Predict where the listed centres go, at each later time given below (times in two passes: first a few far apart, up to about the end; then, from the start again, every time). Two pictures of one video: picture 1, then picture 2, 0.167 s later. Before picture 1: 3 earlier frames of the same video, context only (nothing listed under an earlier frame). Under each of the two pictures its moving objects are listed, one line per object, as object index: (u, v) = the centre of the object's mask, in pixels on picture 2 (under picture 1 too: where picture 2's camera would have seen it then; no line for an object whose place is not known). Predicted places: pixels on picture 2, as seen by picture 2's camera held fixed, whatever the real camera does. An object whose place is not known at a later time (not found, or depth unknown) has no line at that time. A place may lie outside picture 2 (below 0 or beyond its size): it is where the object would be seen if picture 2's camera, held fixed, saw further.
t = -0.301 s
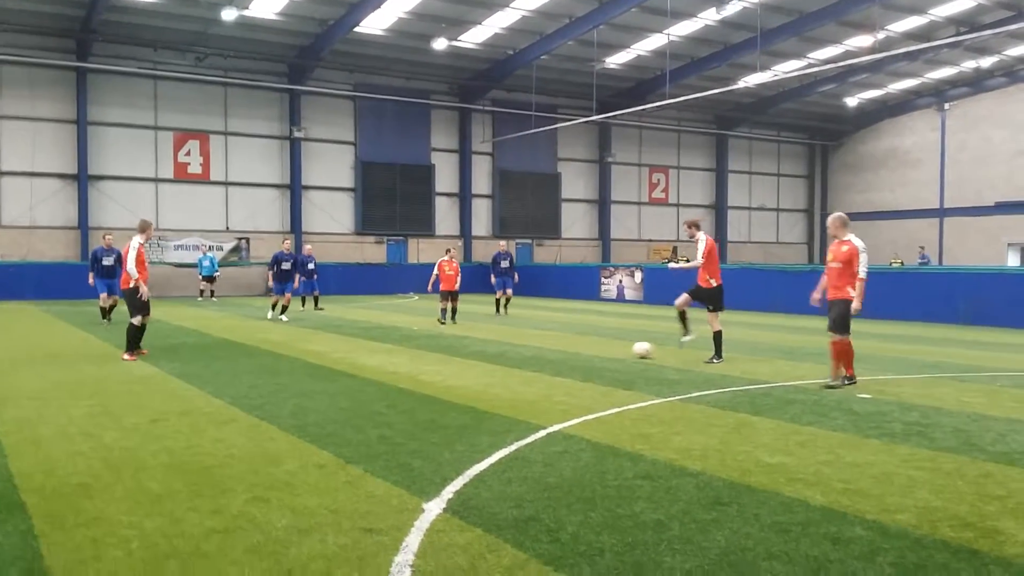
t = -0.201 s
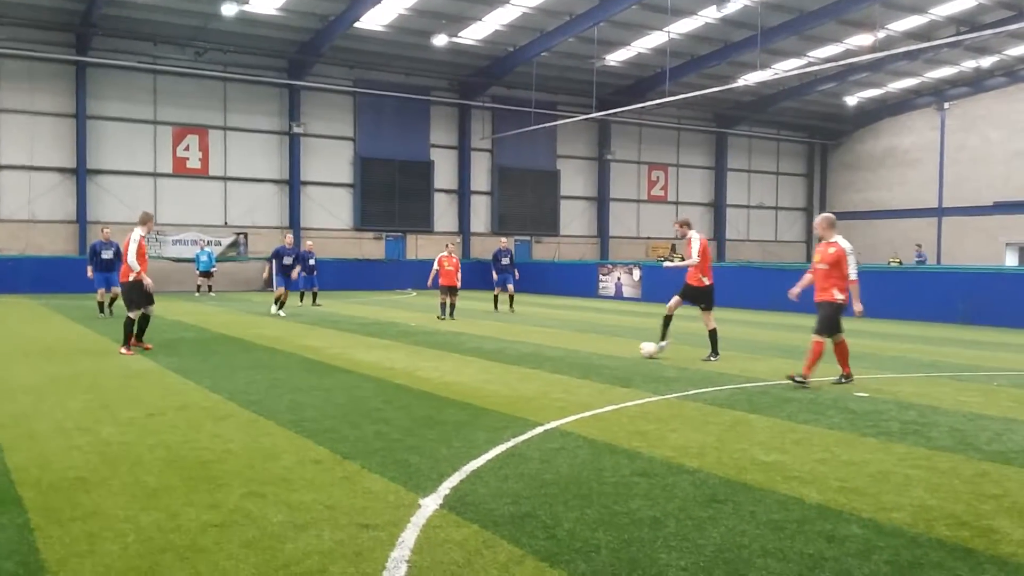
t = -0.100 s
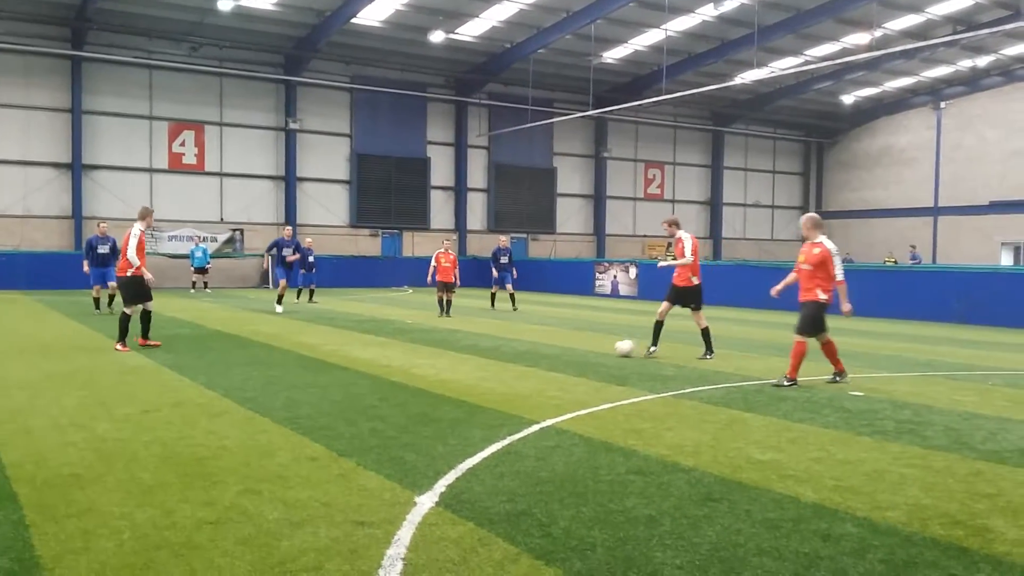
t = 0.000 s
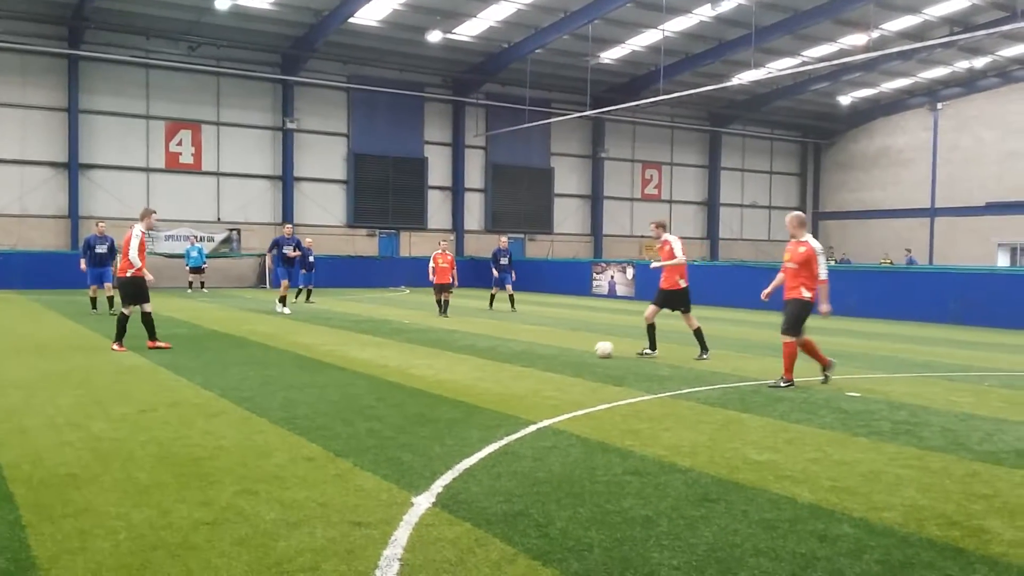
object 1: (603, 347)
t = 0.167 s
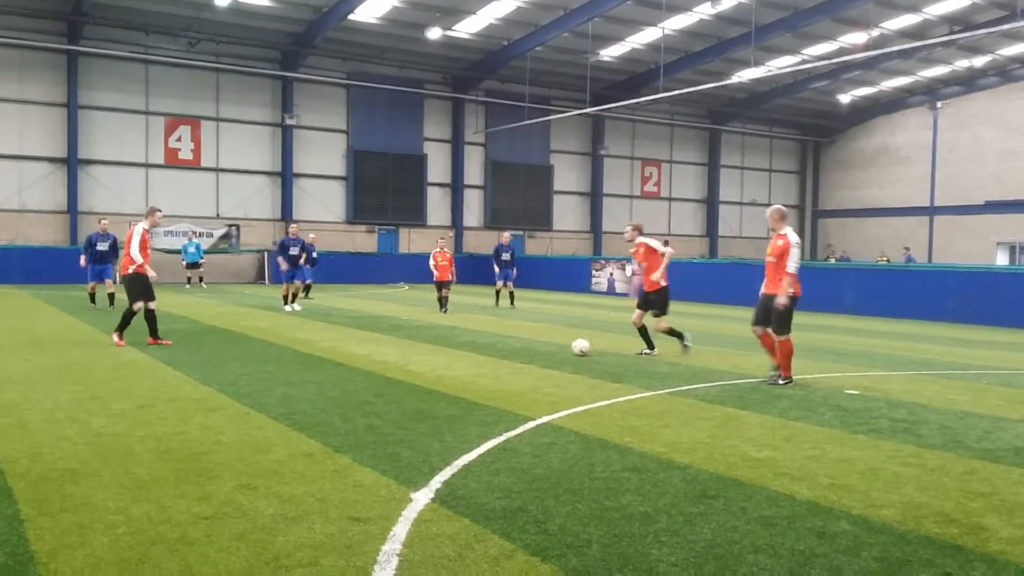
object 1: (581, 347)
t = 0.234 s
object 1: (573, 348)
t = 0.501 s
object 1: (540, 349)
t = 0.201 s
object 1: (577, 348)
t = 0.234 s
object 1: (573, 348)
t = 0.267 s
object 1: (568, 348)
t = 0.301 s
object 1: (564, 349)
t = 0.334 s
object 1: (561, 349)
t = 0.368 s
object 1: (557, 349)
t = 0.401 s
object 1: (553, 349)
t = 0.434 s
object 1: (549, 350)
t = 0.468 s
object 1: (544, 349)
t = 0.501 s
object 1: (540, 349)
